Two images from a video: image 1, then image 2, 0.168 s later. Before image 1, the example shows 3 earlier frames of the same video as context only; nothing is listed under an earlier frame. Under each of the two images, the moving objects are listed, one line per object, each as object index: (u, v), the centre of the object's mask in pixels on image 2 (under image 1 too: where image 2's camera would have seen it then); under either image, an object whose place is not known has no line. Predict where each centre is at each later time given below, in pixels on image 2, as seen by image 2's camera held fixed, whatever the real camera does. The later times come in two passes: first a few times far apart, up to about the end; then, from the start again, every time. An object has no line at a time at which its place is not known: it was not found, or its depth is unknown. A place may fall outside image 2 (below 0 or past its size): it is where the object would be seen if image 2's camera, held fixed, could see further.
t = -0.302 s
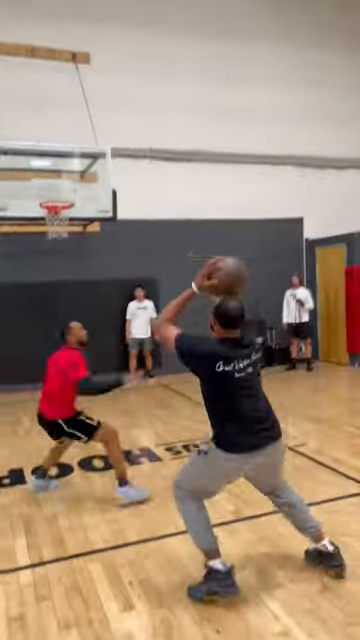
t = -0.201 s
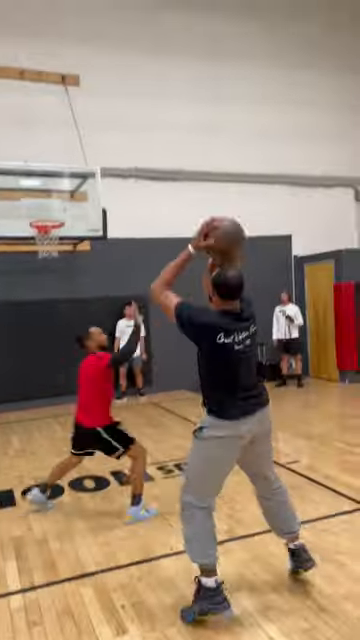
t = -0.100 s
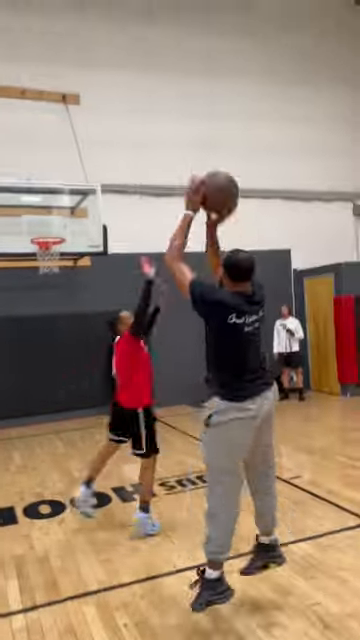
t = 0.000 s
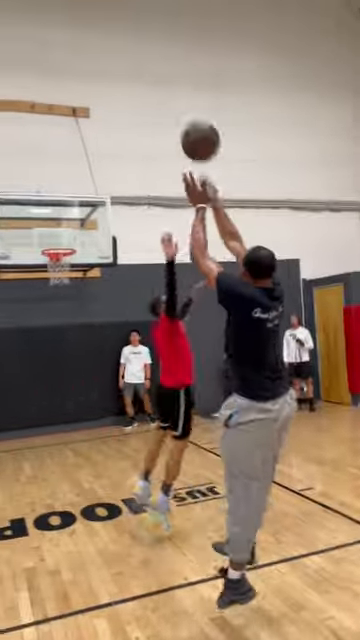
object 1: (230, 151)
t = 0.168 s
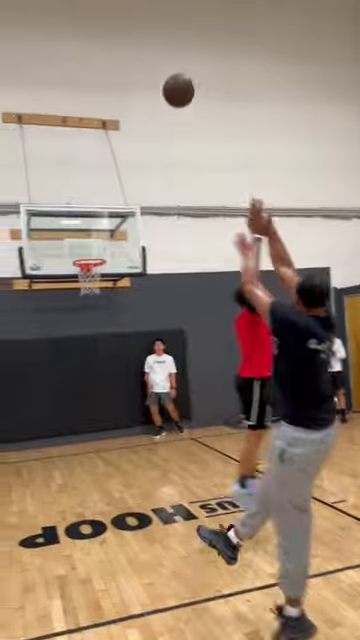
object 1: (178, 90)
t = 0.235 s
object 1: (163, 81)
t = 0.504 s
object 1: (124, 93)
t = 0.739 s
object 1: (102, 145)
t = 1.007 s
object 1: (84, 232)
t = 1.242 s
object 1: (107, 274)
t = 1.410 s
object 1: (106, 279)
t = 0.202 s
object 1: (170, 85)
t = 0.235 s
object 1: (163, 81)
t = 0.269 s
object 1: (157, 79)
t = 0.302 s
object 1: (151, 77)
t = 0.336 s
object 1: (146, 77)
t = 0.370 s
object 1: (141, 79)
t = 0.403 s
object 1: (136, 81)
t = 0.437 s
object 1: (132, 84)
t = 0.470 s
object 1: (128, 88)
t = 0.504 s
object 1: (124, 93)
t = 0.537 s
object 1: (120, 99)
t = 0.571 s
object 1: (117, 105)
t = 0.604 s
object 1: (114, 112)
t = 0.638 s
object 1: (111, 119)
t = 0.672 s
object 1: (108, 127)
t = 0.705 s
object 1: (105, 136)
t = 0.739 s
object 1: (102, 145)
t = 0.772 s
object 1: (100, 155)
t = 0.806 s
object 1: (97, 165)
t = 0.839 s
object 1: (95, 175)
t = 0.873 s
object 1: (93, 186)
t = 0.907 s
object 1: (90, 197)
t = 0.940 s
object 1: (88, 208)
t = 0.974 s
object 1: (86, 221)
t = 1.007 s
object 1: (84, 232)
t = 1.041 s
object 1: (83, 244)
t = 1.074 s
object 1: (81, 256)
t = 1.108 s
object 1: (86, 264)
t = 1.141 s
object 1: (94, 266)
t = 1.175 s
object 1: (102, 274)
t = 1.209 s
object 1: (104, 273)
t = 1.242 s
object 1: (107, 274)
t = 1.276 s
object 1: (108, 274)
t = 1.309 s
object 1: (108, 274)
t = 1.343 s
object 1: (107, 275)
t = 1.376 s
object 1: (107, 276)
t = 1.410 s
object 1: (106, 279)
